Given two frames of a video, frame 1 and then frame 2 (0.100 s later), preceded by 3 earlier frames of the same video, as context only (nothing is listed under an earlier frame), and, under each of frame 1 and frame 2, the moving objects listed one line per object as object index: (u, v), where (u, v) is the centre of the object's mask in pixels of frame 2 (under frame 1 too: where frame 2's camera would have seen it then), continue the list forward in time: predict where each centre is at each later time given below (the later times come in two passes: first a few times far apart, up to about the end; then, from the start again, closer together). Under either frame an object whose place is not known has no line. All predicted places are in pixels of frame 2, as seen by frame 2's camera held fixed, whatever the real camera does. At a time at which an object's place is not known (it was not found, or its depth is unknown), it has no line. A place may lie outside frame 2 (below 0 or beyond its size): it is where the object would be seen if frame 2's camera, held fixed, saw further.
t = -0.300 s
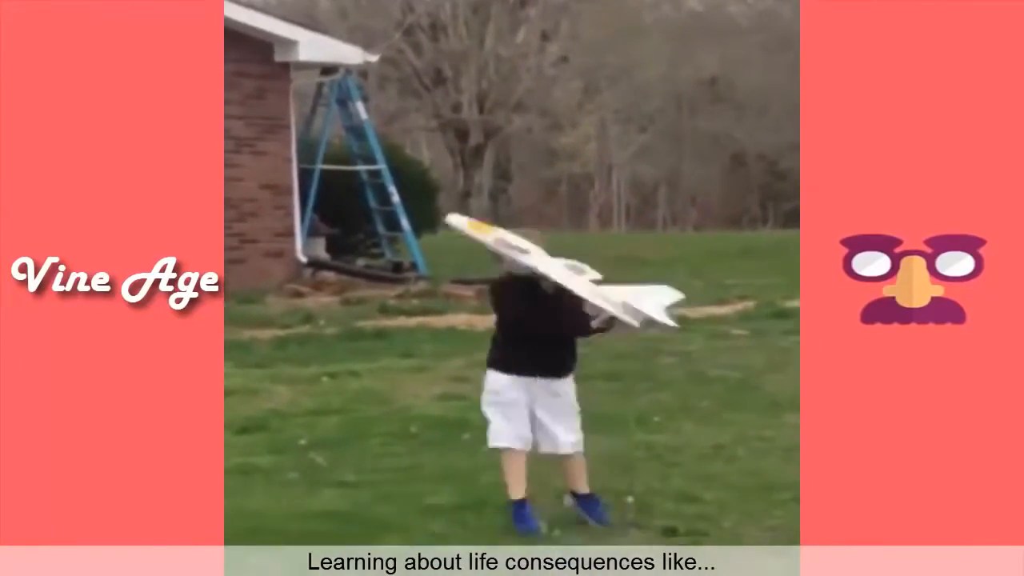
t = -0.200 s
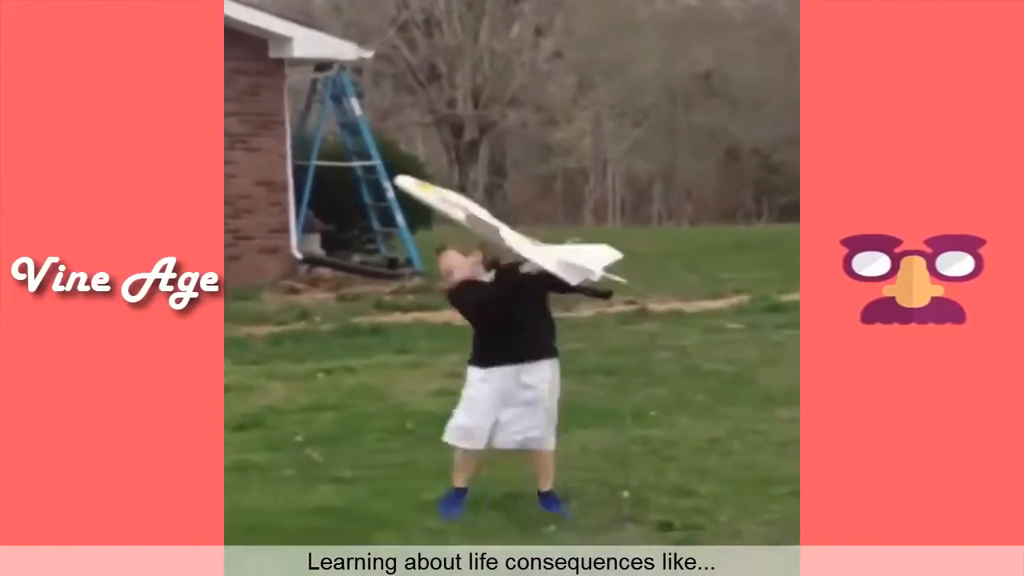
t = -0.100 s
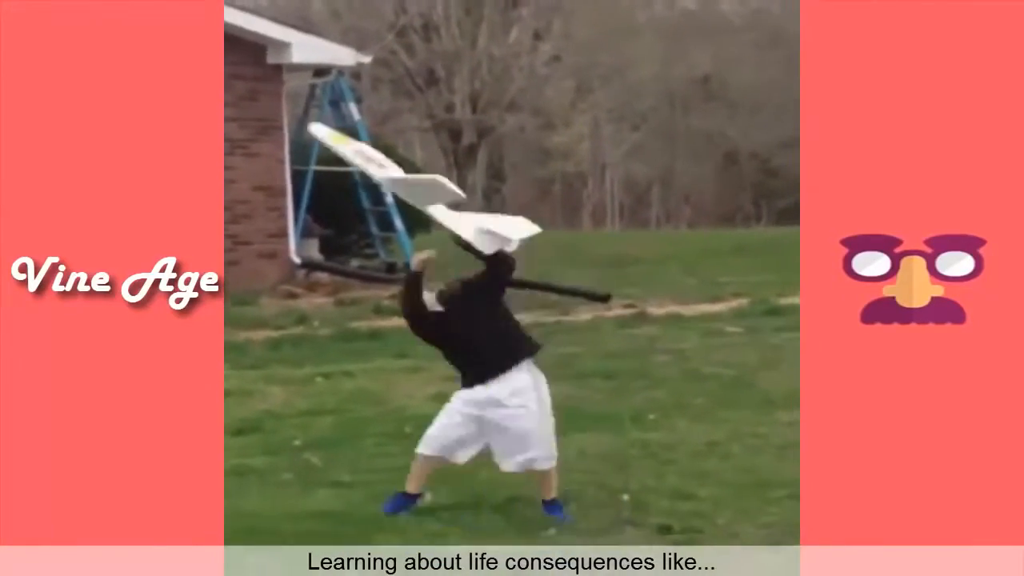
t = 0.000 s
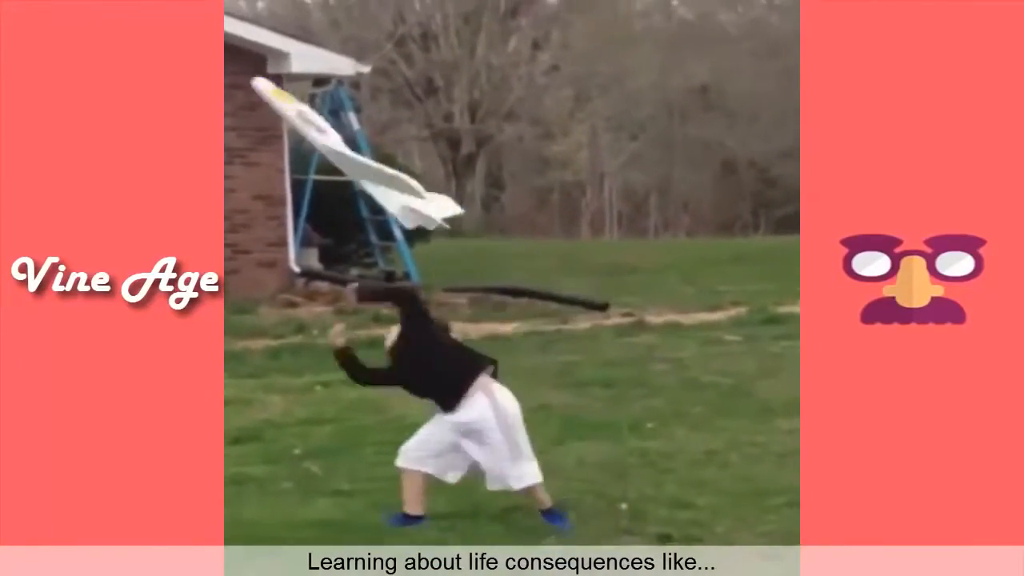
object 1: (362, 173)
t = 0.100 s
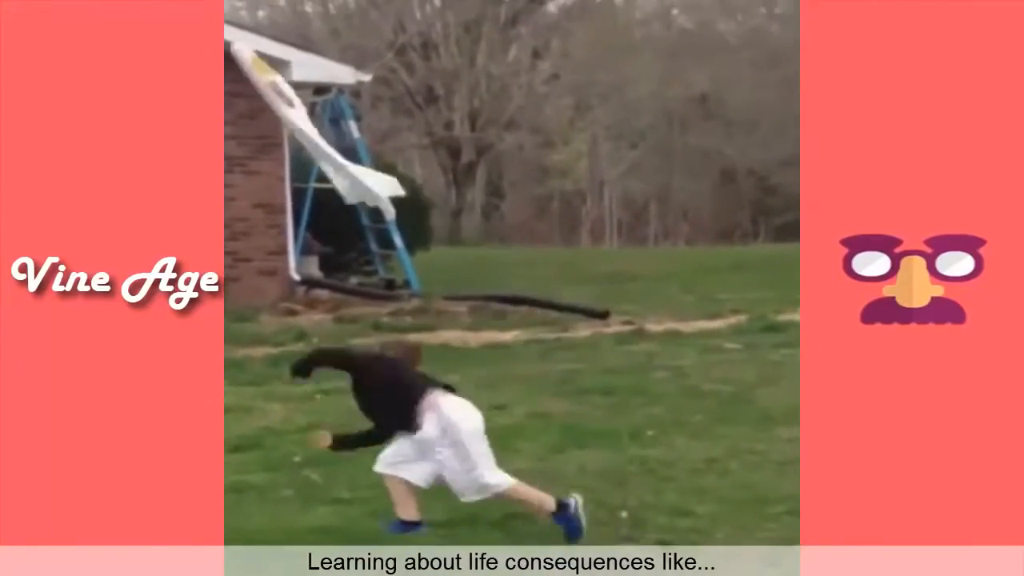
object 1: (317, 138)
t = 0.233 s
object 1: (299, 119)
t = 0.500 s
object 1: (333, 153)
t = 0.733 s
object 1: (374, 269)
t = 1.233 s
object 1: (349, 453)
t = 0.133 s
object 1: (314, 135)
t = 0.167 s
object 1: (305, 126)
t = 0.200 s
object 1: (300, 121)
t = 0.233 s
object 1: (299, 119)
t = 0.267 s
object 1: (300, 120)
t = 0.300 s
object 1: (302, 121)
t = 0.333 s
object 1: (305, 123)
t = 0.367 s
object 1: (309, 125)
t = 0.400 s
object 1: (314, 129)
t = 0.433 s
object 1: (320, 135)
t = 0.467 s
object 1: (326, 145)
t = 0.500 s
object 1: (333, 153)
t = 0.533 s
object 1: (339, 163)
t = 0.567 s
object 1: (346, 176)
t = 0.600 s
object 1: (353, 190)
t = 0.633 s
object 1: (359, 206)
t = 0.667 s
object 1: (365, 226)
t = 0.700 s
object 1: (370, 247)
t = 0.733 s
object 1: (374, 269)
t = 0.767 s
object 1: (377, 294)
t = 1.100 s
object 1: (354, 435)
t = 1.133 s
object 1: (353, 437)
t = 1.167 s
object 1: (352, 440)
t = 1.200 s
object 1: (351, 446)
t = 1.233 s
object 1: (349, 453)
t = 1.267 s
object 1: (346, 458)
